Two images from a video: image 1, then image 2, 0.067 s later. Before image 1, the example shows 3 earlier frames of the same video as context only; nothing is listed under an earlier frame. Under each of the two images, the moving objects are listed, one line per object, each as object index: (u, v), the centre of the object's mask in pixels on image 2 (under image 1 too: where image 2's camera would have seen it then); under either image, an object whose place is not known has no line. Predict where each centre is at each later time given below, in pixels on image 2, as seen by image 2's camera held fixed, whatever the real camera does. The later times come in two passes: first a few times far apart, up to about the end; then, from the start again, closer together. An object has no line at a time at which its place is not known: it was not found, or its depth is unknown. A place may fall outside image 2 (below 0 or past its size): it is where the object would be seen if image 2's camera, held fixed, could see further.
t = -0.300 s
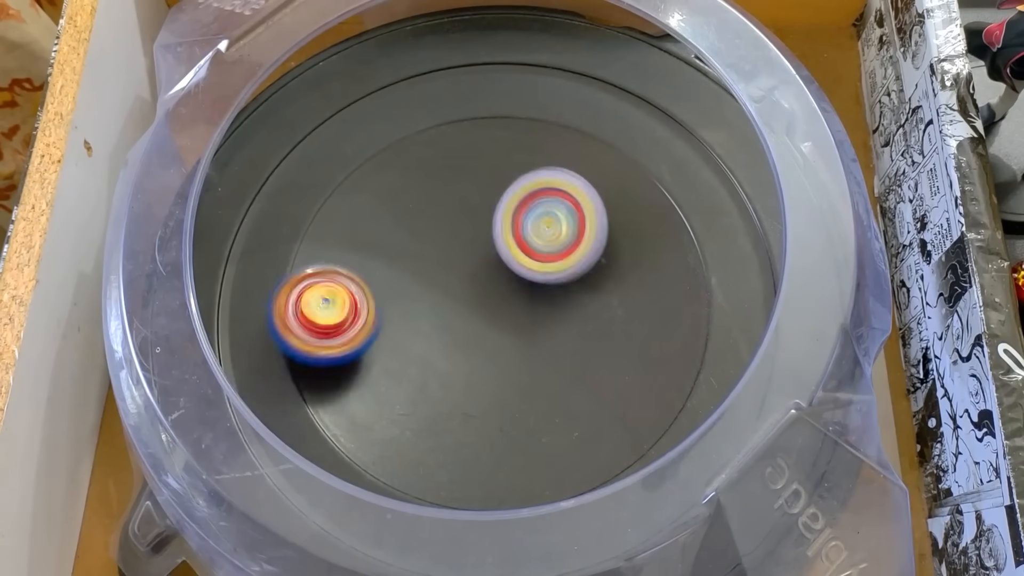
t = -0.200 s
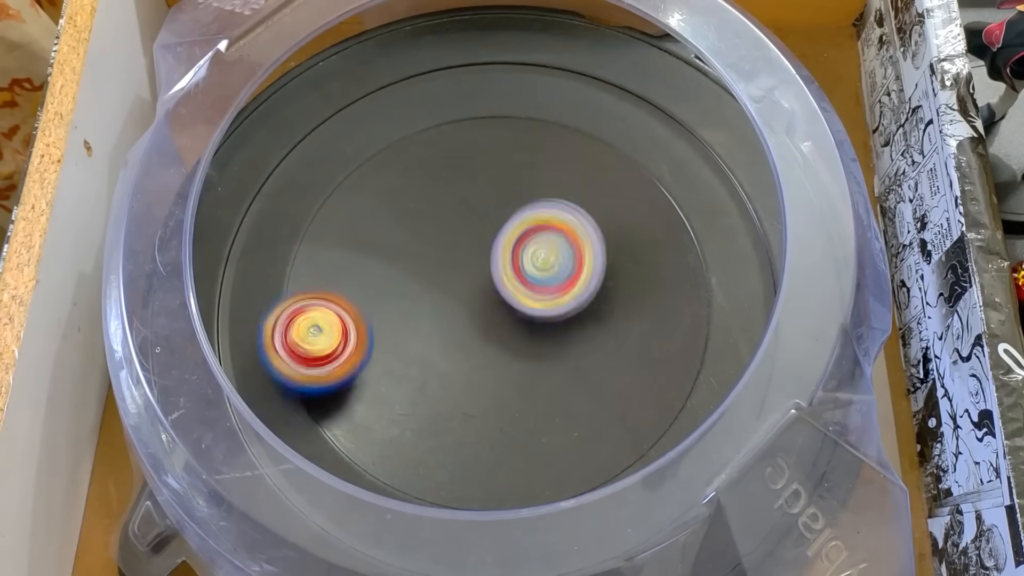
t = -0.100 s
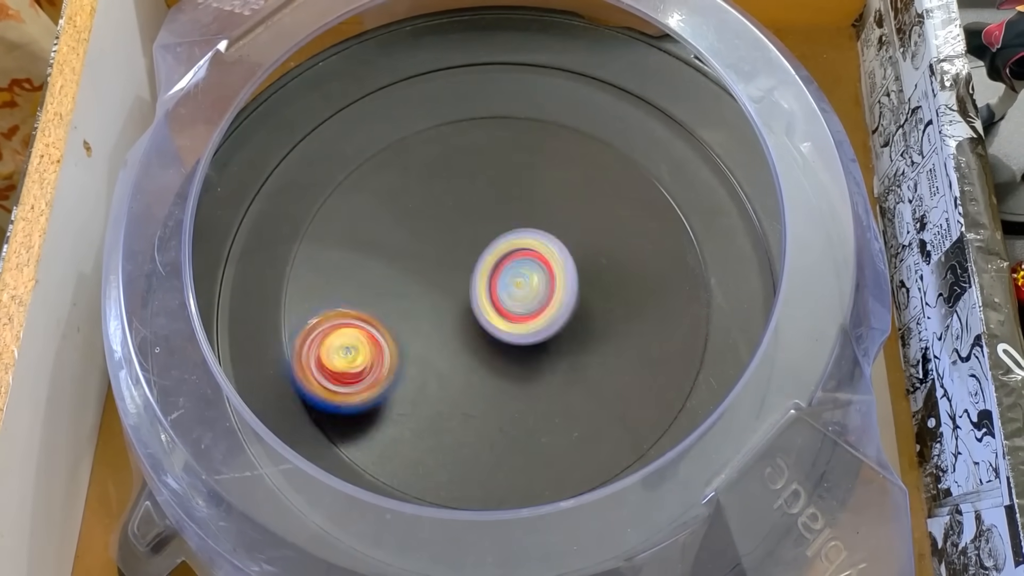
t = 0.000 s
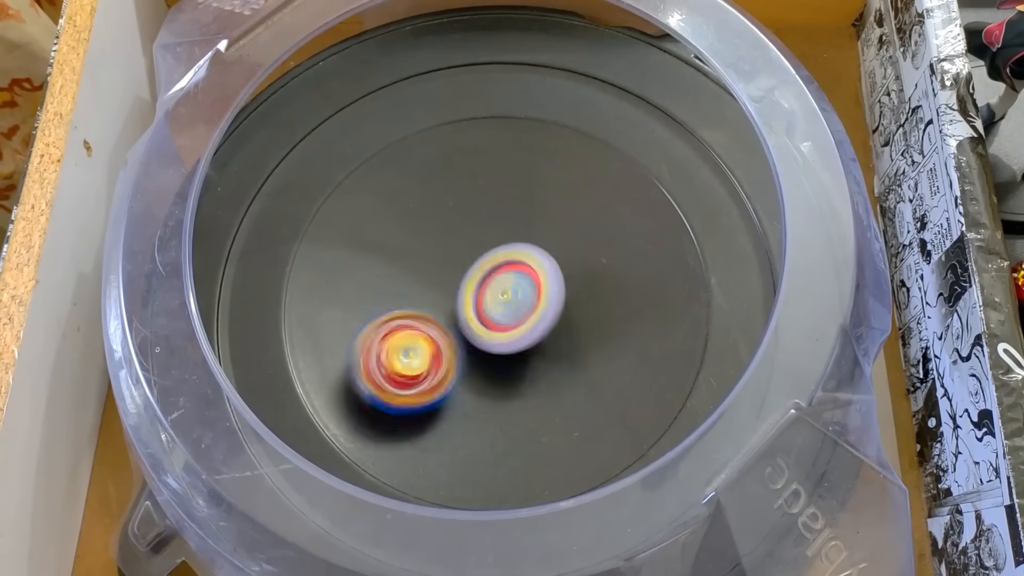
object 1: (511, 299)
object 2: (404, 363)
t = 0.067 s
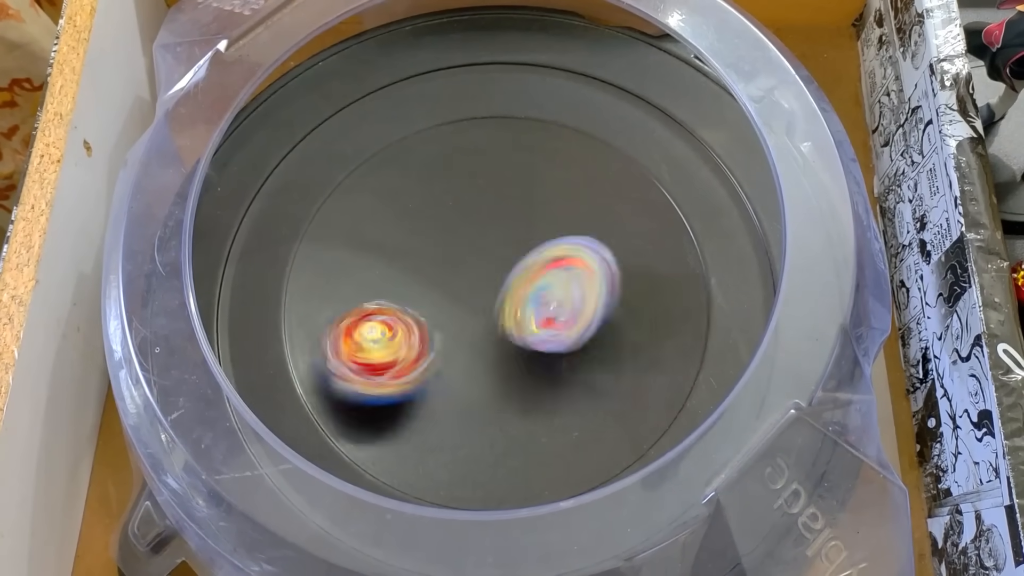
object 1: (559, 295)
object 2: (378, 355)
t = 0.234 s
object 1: (736, 282)
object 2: (259, 339)
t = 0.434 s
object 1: (702, 320)
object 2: (248, 304)
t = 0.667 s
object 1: (592, 351)
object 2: (268, 242)
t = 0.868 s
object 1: (468, 310)
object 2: (323, 185)
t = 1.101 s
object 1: (367, 297)
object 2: (436, 200)
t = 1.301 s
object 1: (391, 309)
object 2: (520, 246)
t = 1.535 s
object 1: (462, 288)
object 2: (596, 307)
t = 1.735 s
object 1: (499, 257)
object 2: (598, 294)
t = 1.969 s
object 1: (469, 233)
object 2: (591, 281)
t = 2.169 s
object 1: (459, 249)
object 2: (549, 299)
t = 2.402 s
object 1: (437, 256)
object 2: (502, 334)
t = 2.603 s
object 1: (444, 255)
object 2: (462, 348)
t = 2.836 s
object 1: (470, 257)
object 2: (441, 345)
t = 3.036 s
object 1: (507, 277)
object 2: (433, 329)
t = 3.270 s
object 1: (525, 306)
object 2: (433, 307)
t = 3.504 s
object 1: (526, 308)
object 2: (438, 307)
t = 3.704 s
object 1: (526, 307)
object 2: (438, 307)
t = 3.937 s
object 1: (526, 307)
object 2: (438, 307)
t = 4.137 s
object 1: (526, 307)
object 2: (438, 307)
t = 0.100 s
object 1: (616, 289)
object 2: (334, 355)
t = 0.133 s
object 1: (666, 290)
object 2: (304, 351)
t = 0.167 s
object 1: (700, 282)
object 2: (282, 346)
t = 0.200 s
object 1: (725, 277)
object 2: (270, 345)
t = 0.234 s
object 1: (736, 282)
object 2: (259, 339)
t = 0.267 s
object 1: (754, 288)
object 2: (250, 332)
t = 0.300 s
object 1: (737, 288)
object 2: (242, 323)
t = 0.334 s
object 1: (728, 298)
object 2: (228, 318)
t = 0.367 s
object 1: (721, 303)
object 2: (240, 312)
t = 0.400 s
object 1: (710, 314)
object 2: (243, 308)
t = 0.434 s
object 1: (702, 320)
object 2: (248, 304)
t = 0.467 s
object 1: (692, 329)
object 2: (251, 298)
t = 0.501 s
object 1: (682, 339)
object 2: (251, 291)
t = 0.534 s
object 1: (666, 347)
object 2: (253, 283)
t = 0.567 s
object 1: (648, 351)
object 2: (257, 273)
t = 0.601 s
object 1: (629, 353)
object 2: (258, 262)
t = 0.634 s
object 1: (611, 354)
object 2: (263, 253)
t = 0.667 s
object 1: (592, 351)
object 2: (268, 242)
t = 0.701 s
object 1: (573, 347)
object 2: (273, 231)
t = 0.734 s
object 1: (556, 341)
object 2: (281, 222)
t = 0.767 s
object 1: (535, 336)
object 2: (291, 212)
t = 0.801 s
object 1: (513, 327)
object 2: (298, 202)
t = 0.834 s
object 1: (491, 318)
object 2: (310, 194)
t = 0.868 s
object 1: (468, 310)
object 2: (323, 185)
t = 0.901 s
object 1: (450, 301)
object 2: (334, 182)
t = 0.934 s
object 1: (430, 294)
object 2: (352, 186)
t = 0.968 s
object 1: (412, 288)
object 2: (368, 188)
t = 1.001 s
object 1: (395, 287)
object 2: (384, 192)
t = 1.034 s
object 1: (384, 289)
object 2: (403, 193)
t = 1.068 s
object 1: (374, 293)
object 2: (419, 193)
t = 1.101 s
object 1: (367, 297)
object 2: (436, 200)
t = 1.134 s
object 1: (363, 300)
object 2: (454, 205)
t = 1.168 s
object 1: (360, 303)
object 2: (468, 210)
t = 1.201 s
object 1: (364, 305)
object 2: (483, 219)
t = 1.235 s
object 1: (369, 307)
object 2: (497, 226)
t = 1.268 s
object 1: (378, 307)
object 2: (508, 236)
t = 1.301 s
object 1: (391, 309)
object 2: (520, 246)
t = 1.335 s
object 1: (403, 307)
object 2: (529, 255)
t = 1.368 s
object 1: (420, 310)
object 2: (538, 265)
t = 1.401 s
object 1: (432, 308)
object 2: (547, 275)
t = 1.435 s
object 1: (445, 305)
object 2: (552, 283)
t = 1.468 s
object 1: (456, 303)
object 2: (562, 293)
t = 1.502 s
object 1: (456, 293)
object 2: (580, 300)
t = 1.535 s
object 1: (462, 288)
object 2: (596, 307)
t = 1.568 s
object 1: (467, 278)
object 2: (606, 308)
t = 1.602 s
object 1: (475, 271)
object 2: (610, 310)
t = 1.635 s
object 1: (483, 270)
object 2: (609, 307)
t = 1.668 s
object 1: (491, 265)
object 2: (604, 304)
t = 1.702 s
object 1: (496, 263)
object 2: (598, 296)
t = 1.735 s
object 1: (499, 257)
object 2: (598, 294)
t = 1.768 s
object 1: (497, 248)
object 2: (598, 289)
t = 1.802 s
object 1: (495, 242)
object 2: (595, 286)
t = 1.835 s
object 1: (494, 236)
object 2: (593, 281)
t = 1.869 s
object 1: (491, 236)
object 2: (593, 280)
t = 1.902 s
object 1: (486, 238)
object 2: (590, 278)
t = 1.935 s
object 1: (476, 235)
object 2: (593, 279)
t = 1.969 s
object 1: (469, 233)
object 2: (591, 281)
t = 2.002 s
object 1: (466, 230)
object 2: (588, 281)
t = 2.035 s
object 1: (467, 231)
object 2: (582, 286)
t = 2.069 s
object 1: (466, 235)
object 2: (573, 287)
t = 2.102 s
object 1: (464, 238)
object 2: (566, 291)
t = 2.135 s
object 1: (464, 245)
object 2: (554, 294)
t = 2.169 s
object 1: (459, 249)
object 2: (549, 299)
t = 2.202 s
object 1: (457, 251)
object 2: (540, 308)
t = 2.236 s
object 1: (452, 252)
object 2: (534, 312)
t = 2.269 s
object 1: (447, 253)
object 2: (530, 320)
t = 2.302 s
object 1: (444, 254)
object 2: (520, 324)
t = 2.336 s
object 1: (443, 256)
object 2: (514, 325)
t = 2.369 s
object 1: (441, 258)
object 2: (509, 330)
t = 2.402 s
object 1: (437, 256)
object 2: (502, 334)
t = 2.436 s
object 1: (432, 255)
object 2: (498, 339)
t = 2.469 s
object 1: (431, 256)
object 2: (491, 344)
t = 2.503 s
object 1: (434, 258)
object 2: (483, 343)
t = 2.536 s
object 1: (438, 260)
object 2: (477, 343)
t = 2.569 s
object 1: (442, 257)
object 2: (469, 346)
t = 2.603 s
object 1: (444, 255)
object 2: (462, 348)
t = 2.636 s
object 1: (448, 257)
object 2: (456, 348)
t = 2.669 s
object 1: (452, 256)
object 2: (455, 349)
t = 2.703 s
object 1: (455, 256)
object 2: (450, 351)
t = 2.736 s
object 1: (458, 259)
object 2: (448, 350)
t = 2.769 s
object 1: (463, 258)
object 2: (445, 348)
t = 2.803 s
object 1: (466, 255)
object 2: (443, 346)
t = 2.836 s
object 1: (470, 257)
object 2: (441, 345)
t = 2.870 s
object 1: (474, 259)
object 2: (438, 342)
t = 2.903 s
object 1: (479, 262)
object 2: (436, 340)
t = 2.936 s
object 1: (486, 264)
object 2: (436, 337)
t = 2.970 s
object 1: (497, 265)
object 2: (432, 336)
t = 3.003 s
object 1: (504, 270)
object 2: (433, 331)
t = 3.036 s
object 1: (507, 277)
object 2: (433, 329)
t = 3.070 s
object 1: (514, 281)
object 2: (431, 325)
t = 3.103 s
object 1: (518, 287)
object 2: (430, 321)
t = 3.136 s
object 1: (519, 292)
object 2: (429, 317)
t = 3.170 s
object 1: (520, 297)
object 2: (428, 313)
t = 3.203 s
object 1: (522, 300)
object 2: (430, 310)
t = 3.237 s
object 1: (524, 303)
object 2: (431, 308)
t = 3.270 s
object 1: (525, 306)
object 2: (433, 307)
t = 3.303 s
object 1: (526, 308)
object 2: (436, 307)
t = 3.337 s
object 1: (526, 309)
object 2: (437, 307)
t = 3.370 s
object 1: (526, 309)
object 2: (438, 307)
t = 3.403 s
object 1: (526, 308)
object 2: (438, 307)
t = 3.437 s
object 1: (526, 308)
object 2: (438, 307)
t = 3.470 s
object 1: (526, 308)
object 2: (438, 307)
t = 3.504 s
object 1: (526, 308)
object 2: (438, 307)
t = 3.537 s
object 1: (526, 308)
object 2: (438, 307)
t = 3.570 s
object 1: (526, 307)
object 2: (438, 307)
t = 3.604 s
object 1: (526, 307)
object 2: (438, 307)
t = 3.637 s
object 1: (526, 307)
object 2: (438, 307)
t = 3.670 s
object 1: (526, 307)
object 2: (438, 307)
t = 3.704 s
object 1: (526, 307)
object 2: (438, 307)
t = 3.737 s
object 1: (526, 307)
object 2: (438, 307)
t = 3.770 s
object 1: (526, 307)
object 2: (438, 307)
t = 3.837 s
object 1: (526, 307)
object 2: (438, 307)
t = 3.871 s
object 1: (526, 307)
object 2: (438, 307)
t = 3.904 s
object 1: (526, 307)
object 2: (438, 307)
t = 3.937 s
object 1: (526, 307)
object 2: (438, 307)
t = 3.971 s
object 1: (526, 307)
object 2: (438, 307)
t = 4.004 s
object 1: (526, 307)
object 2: (438, 307)
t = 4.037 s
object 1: (526, 307)
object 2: (438, 307)
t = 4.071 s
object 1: (526, 307)
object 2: (438, 307)
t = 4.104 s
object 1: (526, 307)
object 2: (438, 307)
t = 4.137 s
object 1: (526, 307)
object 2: (438, 307)
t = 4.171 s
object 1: (526, 307)
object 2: (438, 307)
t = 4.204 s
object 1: (526, 307)
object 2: (438, 307)
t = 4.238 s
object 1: (526, 307)
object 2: (438, 307)
